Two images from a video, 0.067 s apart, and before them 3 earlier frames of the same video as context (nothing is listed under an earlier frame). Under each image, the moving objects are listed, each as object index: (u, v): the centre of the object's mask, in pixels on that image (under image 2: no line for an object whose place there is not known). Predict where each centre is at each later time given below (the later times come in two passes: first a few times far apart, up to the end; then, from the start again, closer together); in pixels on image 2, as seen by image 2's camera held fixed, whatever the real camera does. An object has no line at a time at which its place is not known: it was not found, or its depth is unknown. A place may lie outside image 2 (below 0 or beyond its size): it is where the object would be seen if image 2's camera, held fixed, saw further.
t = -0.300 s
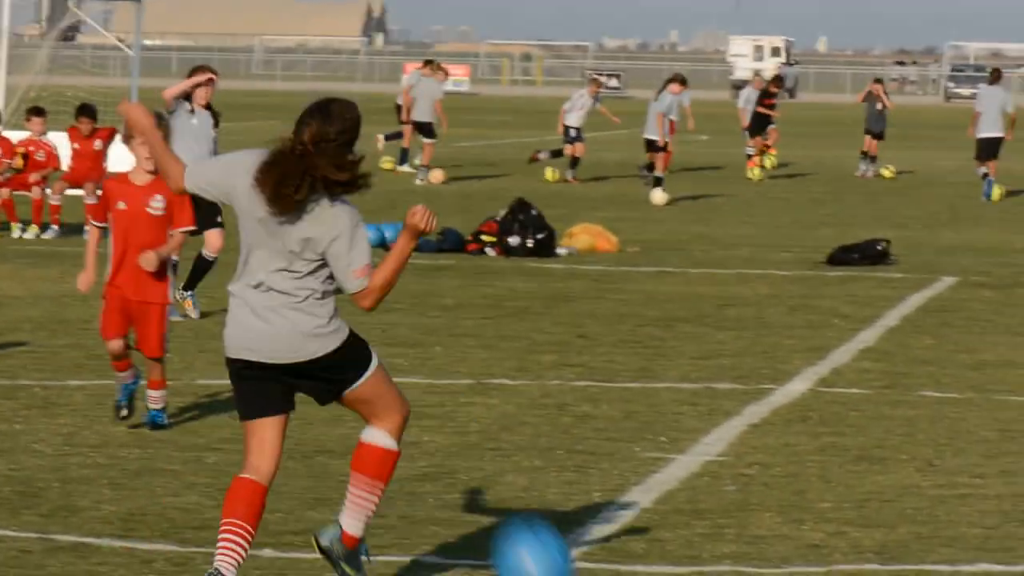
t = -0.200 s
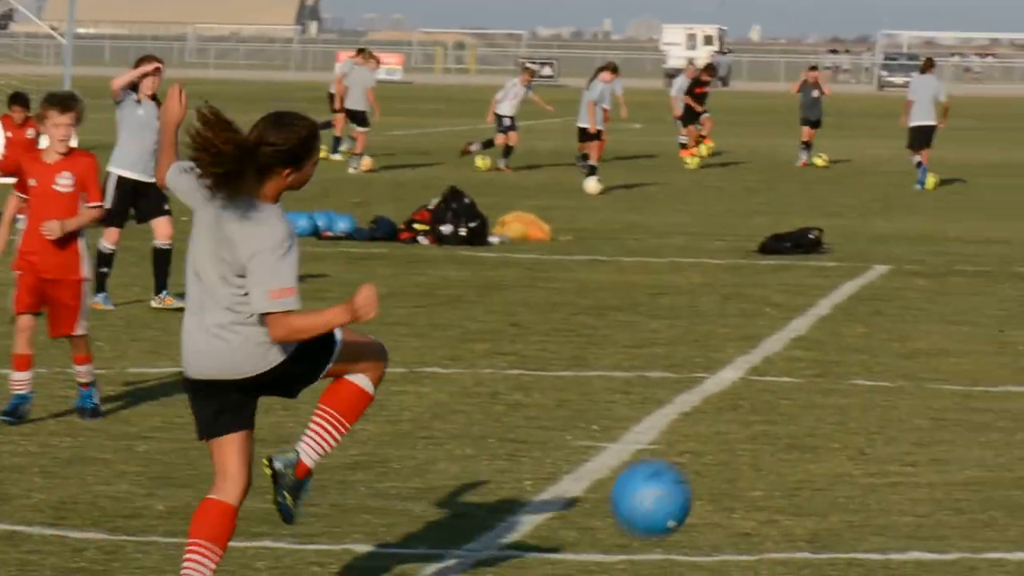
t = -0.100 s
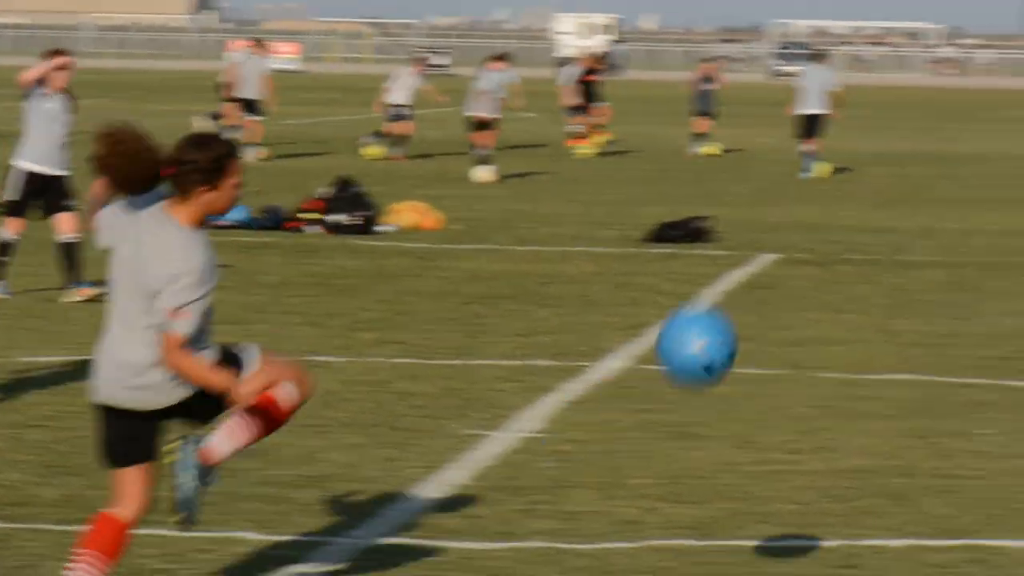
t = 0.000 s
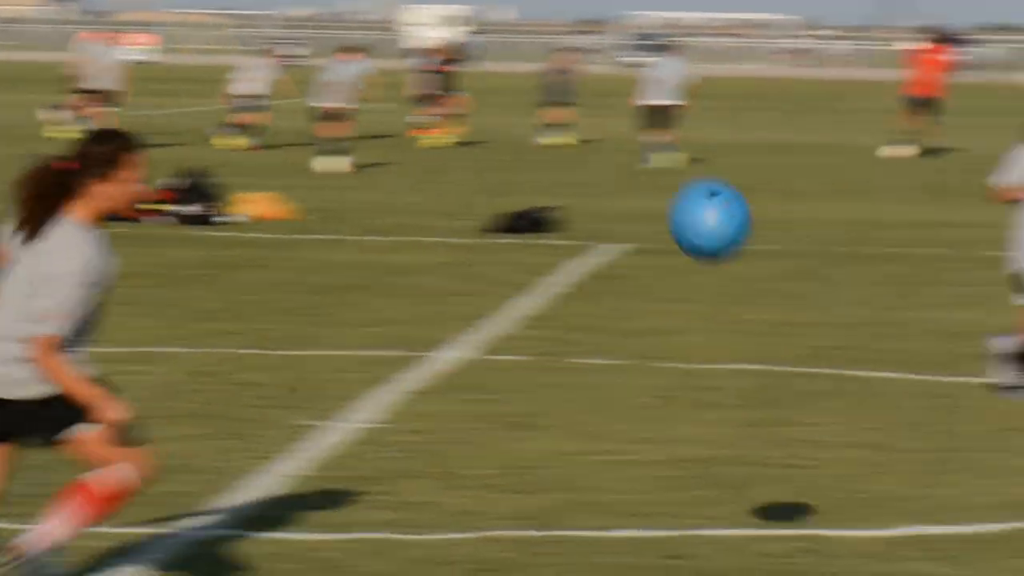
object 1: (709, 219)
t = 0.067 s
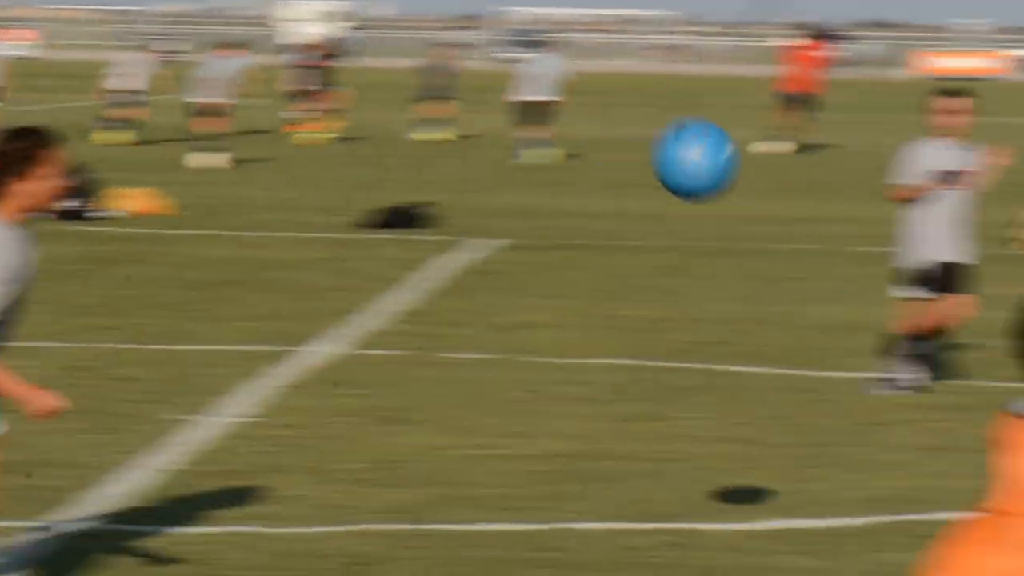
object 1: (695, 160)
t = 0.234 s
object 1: (981, 98)
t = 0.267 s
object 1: (1034, 103)
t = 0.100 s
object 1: (753, 136)
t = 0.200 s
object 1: (926, 101)
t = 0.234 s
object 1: (981, 98)
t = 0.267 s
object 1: (1034, 103)
